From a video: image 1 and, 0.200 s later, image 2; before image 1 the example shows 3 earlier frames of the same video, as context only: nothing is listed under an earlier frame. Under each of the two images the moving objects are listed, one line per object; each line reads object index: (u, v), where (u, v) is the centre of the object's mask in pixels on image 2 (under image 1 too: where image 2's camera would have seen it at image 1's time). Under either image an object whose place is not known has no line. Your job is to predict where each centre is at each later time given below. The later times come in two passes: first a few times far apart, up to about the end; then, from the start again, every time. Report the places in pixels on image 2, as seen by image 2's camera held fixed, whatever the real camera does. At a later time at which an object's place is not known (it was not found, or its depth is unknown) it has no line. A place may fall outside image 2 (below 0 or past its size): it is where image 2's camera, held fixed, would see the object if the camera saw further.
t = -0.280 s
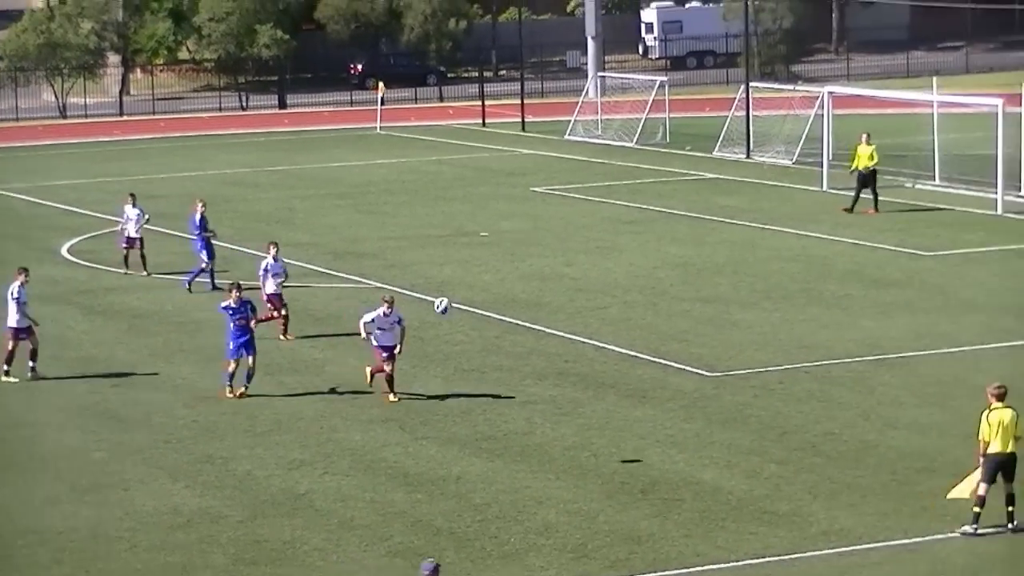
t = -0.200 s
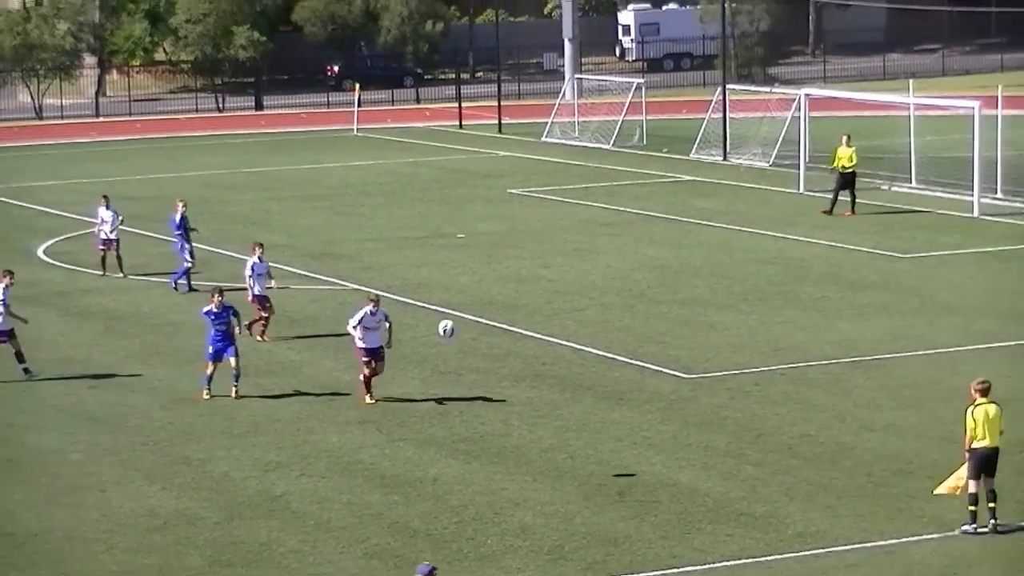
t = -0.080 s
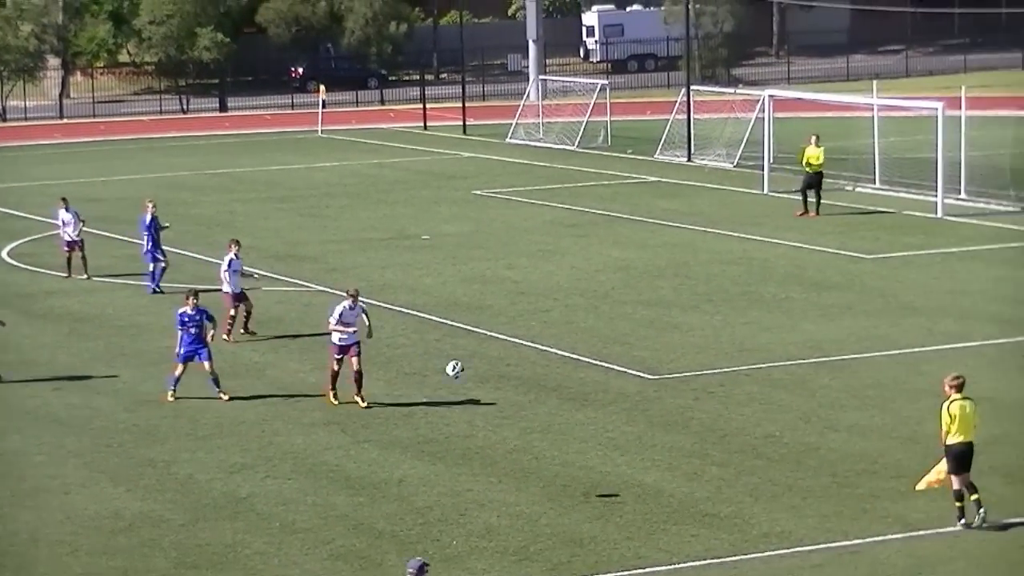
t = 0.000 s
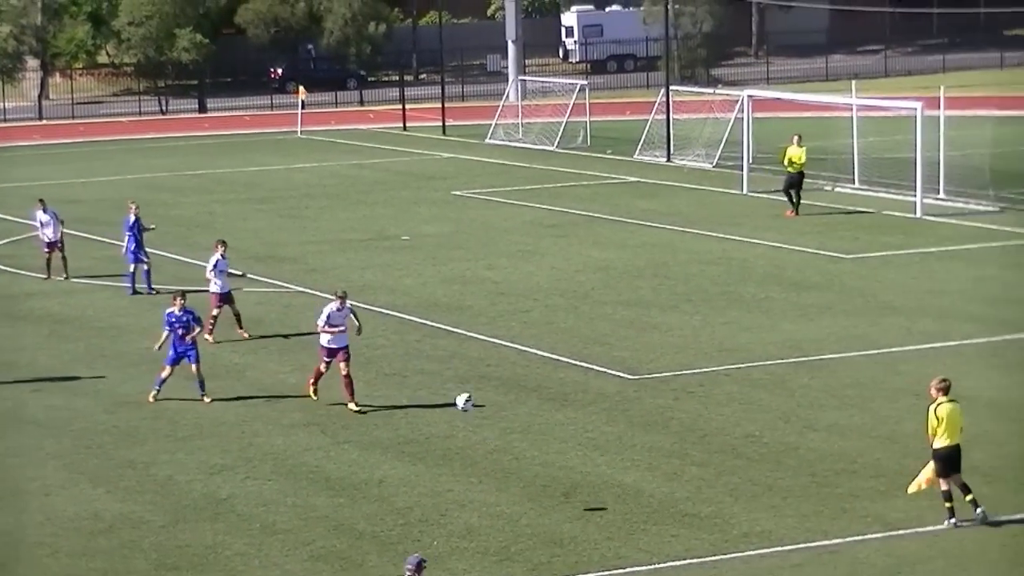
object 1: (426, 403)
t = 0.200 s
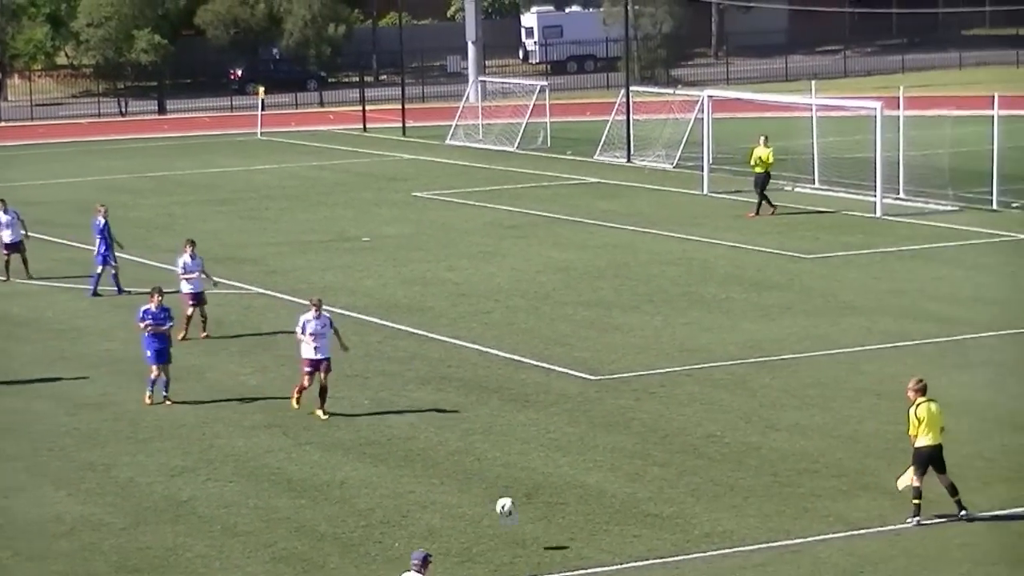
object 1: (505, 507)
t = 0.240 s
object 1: (522, 531)
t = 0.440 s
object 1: (567, 518)
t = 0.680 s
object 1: (615, 502)
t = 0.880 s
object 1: (657, 528)
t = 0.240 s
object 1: (522, 531)
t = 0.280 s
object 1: (538, 556)
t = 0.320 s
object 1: (544, 546)
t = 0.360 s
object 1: (553, 535)
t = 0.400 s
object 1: (560, 526)
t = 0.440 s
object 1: (567, 518)
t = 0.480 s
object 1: (575, 511)
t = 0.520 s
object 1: (583, 507)
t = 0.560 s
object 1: (590, 503)
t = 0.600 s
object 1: (598, 502)
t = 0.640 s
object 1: (607, 501)
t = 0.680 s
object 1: (615, 502)
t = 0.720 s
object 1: (622, 504)
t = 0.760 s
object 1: (631, 508)
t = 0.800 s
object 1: (637, 513)
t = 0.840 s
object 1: (648, 520)
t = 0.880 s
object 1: (657, 528)
